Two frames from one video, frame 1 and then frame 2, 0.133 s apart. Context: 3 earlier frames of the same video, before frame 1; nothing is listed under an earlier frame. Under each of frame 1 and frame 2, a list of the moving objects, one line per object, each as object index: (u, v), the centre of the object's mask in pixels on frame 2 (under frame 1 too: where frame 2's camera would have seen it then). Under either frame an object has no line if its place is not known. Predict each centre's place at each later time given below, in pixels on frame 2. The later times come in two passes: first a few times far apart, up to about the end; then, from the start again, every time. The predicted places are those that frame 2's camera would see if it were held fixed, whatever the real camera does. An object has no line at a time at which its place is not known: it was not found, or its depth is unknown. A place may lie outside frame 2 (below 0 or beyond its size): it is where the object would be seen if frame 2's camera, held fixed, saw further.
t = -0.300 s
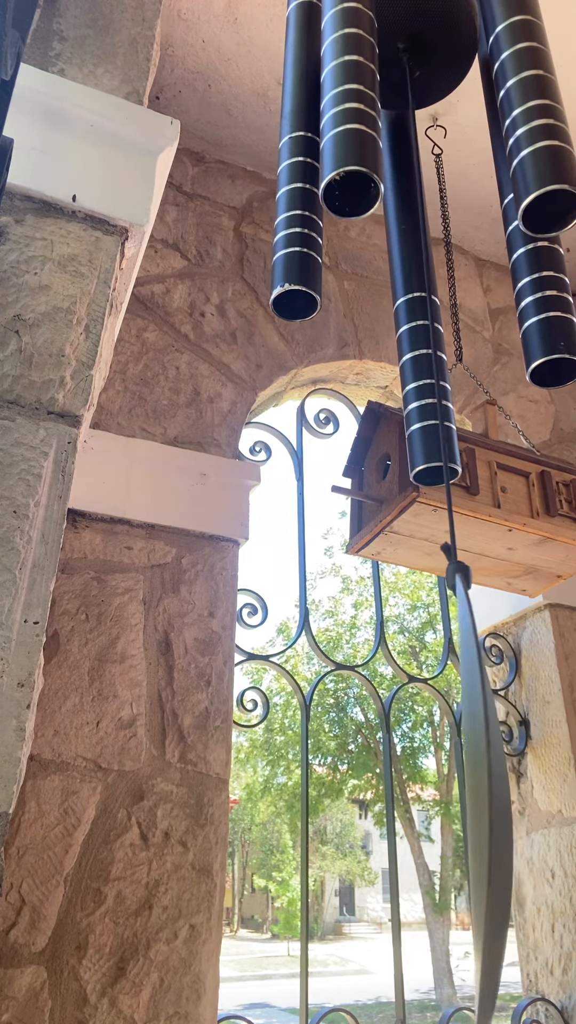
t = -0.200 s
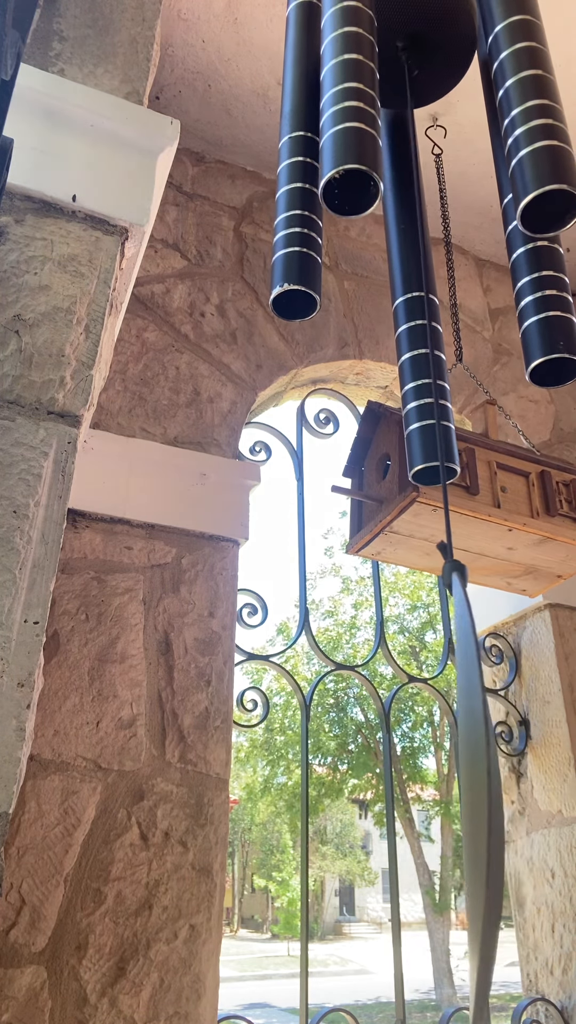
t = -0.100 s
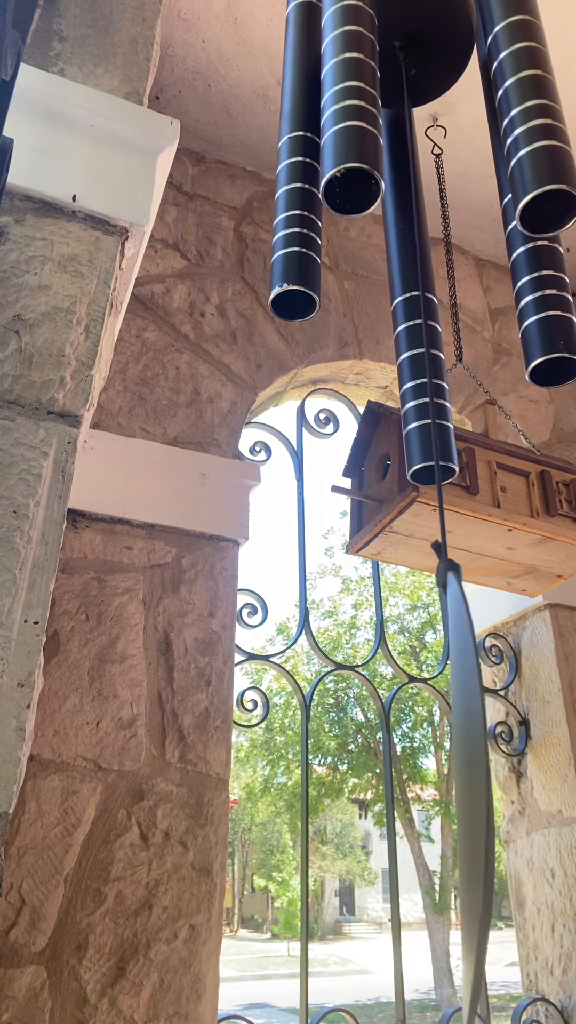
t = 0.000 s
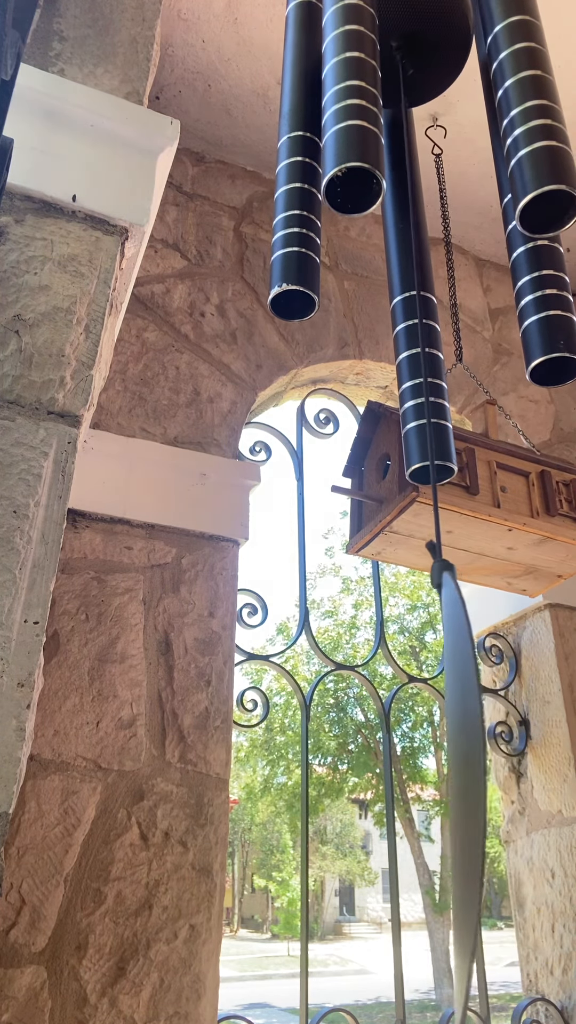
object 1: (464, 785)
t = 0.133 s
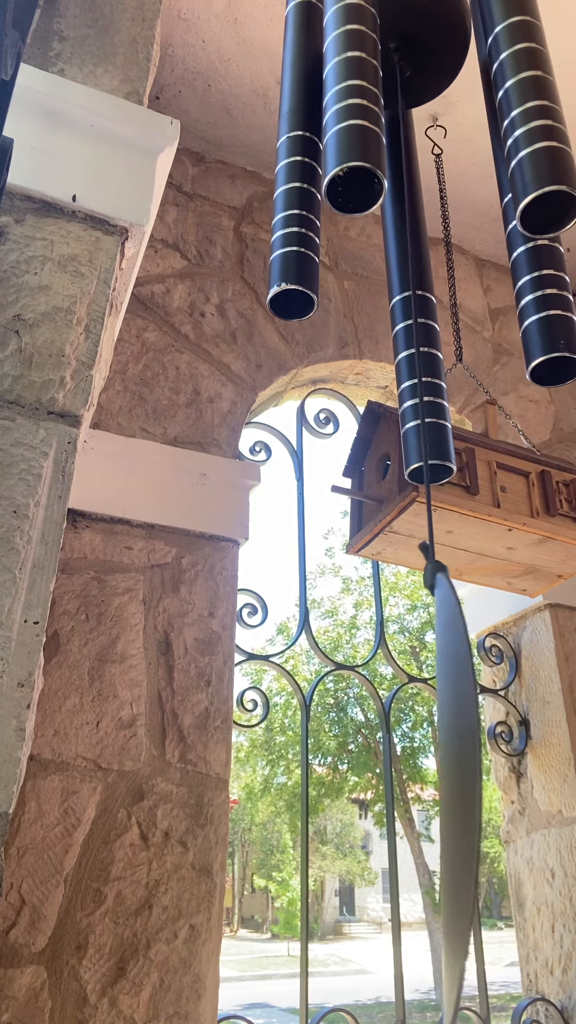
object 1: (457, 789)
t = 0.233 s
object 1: (452, 789)
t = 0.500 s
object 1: (455, 794)
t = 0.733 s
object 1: (471, 797)
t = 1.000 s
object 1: (490, 795)
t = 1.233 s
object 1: (496, 792)
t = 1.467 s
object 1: (485, 812)
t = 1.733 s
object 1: (470, 823)
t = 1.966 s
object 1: (456, 818)
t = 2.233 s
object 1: (458, 816)
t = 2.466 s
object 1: (473, 816)
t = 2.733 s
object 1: (486, 815)
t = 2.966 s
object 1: (485, 814)
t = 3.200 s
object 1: (472, 813)
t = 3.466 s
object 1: (457, 815)
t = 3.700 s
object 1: (459, 819)
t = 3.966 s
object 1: (474, 822)
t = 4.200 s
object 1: (485, 813)
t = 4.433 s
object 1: (494, 792)
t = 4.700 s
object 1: (490, 791)
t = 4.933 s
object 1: (478, 790)
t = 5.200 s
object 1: (466, 790)
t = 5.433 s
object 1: (466, 793)
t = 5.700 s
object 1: (481, 819)
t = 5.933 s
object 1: (493, 821)
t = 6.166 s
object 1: (494, 819)
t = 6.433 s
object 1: (477, 815)
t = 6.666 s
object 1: (462, 813)
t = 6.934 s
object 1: (456, 815)
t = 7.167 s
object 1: (465, 816)
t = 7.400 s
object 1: (479, 818)
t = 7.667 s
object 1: (489, 819)
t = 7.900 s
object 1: (487, 821)
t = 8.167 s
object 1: (471, 821)
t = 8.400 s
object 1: (460, 818)
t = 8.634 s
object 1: (459, 795)
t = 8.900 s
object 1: (474, 796)
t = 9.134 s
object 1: (483, 797)
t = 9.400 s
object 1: (479, 792)
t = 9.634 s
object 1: (464, 786)
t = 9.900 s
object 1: (455, 816)
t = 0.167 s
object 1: (455, 788)
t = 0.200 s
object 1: (454, 789)
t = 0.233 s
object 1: (452, 789)
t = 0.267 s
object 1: (451, 790)
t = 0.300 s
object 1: (451, 791)
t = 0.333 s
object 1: (451, 791)
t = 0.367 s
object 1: (451, 792)
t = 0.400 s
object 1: (451, 792)
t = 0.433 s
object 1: (452, 793)
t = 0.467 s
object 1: (453, 794)
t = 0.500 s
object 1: (455, 794)
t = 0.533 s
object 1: (456, 795)
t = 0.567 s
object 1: (458, 796)
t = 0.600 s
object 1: (461, 797)
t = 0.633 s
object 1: (463, 797)
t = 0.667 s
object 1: (466, 797)
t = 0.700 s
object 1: (468, 797)
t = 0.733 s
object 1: (471, 797)
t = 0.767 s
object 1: (473, 796)
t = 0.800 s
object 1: (476, 795)
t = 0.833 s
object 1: (479, 795)
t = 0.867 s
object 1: (481, 795)
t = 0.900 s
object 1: (484, 795)
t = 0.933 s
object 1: (486, 795)
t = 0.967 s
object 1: (488, 794)
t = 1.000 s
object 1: (490, 795)
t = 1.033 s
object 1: (492, 796)
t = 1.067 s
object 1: (494, 795)
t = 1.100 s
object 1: (495, 795)
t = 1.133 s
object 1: (496, 794)
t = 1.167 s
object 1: (496, 793)
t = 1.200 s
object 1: (497, 792)
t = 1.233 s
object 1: (496, 792)
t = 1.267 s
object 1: (495, 791)
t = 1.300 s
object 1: (494, 790)
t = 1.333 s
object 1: (492, 789)
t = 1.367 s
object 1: (490, 790)
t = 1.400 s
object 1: (488, 799)
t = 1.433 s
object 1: (486, 808)
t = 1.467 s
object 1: (485, 812)
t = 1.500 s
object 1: (484, 814)
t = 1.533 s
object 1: (482, 817)
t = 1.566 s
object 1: (481, 818)
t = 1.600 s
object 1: (479, 819)
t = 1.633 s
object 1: (476, 817)
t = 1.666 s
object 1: (474, 820)
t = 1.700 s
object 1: (472, 824)
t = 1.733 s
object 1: (470, 823)
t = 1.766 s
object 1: (468, 822)
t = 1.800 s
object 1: (465, 821)
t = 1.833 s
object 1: (463, 820)
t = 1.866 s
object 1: (461, 819)
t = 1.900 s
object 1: (459, 818)
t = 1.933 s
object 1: (457, 818)
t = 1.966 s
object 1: (456, 818)
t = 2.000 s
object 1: (455, 818)
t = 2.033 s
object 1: (454, 818)
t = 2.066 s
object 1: (454, 817)
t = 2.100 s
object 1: (454, 817)
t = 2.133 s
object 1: (455, 817)
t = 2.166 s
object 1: (456, 817)
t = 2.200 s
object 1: (457, 817)
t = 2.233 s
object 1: (458, 816)
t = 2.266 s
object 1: (460, 817)
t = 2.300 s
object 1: (462, 817)
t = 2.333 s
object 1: (464, 817)
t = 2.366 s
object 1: (466, 817)
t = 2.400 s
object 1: (468, 817)
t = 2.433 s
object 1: (471, 817)
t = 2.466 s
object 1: (473, 816)
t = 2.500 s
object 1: (476, 817)
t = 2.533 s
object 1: (478, 816)
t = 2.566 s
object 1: (480, 816)
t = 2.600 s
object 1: (481, 816)
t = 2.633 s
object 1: (483, 816)
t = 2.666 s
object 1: (484, 816)
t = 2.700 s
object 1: (485, 816)
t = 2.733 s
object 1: (486, 815)
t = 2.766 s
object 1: (487, 815)
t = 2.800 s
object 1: (487, 815)
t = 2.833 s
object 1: (487, 815)
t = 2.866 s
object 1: (487, 815)
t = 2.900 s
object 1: (487, 814)
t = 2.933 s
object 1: (486, 814)
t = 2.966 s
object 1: (485, 814)
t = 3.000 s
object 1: (484, 814)
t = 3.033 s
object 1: (483, 814)
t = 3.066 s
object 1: (481, 814)
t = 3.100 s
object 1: (479, 814)
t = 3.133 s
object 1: (477, 813)
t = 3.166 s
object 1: (475, 814)
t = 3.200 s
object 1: (472, 813)
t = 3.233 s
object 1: (470, 814)
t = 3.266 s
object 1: (467, 814)
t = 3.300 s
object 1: (465, 814)
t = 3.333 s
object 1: (464, 814)
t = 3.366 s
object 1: (462, 815)
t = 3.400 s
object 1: (460, 815)
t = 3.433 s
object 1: (458, 815)
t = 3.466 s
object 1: (457, 815)
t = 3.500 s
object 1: (457, 816)
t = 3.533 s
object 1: (456, 816)
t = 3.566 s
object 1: (456, 817)
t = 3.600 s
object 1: (457, 817)
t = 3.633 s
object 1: (457, 818)
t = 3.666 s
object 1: (458, 819)
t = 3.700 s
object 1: (459, 819)
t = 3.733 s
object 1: (461, 820)
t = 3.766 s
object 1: (462, 821)
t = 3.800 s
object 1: (465, 822)
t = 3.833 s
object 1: (466, 822)
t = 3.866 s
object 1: (468, 824)
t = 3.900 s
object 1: (470, 824)
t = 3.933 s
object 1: (472, 825)
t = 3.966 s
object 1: (474, 822)
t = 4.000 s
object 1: (475, 819)
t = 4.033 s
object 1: (478, 821)
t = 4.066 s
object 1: (479, 821)
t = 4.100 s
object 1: (481, 818)
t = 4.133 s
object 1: (482, 818)
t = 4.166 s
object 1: (484, 816)
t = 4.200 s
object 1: (485, 813)
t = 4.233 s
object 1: (486, 811)
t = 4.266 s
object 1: (487, 802)
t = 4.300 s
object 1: (489, 799)
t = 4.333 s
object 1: (491, 792)
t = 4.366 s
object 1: (493, 792)
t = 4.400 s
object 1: (494, 792)
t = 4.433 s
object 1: (494, 792)
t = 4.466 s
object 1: (495, 792)
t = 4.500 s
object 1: (495, 792)
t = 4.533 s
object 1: (495, 791)
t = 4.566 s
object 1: (494, 791)
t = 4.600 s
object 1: (493, 791)
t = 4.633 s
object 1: (492, 791)
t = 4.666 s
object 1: (491, 792)
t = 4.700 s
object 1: (490, 791)
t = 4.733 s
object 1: (489, 790)
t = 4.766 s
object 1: (487, 789)
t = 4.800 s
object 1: (486, 789)
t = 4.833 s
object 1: (484, 789)
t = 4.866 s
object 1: (482, 789)
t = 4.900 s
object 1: (480, 789)
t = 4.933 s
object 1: (478, 790)
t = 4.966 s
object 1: (476, 789)
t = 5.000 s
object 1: (475, 788)
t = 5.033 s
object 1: (473, 788)
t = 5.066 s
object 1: (471, 788)
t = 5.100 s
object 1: (469, 789)
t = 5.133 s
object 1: (468, 788)
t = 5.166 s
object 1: (467, 789)
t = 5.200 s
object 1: (466, 790)
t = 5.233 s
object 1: (466, 790)
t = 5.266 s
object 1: (466, 791)
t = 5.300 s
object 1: (465, 790)
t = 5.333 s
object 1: (465, 790)
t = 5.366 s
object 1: (465, 790)
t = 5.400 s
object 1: (466, 790)
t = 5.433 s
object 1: (466, 793)
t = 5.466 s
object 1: (467, 796)
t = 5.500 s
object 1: (469, 801)
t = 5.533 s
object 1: (471, 807)
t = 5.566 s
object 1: (472, 811)
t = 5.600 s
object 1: (474, 814)
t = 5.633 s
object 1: (476, 816)
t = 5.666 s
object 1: (478, 817)
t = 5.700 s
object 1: (481, 819)
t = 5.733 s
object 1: (482, 820)
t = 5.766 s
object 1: (484, 820)
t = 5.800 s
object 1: (486, 821)
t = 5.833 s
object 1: (488, 821)
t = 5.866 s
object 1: (490, 822)
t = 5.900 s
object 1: (492, 821)
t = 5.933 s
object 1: (493, 821)
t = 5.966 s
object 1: (494, 821)
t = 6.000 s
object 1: (495, 820)
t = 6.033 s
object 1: (496, 820)
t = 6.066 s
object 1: (496, 820)
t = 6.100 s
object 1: (495, 820)
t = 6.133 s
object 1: (494, 819)
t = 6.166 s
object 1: (494, 819)
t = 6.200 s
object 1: (492, 817)
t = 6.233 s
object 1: (491, 817)
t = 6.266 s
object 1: (489, 817)
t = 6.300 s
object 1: (487, 816)
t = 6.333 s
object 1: (485, 816)
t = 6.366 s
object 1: (482, 816)
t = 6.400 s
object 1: (480, 815)
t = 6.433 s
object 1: (477, 815)
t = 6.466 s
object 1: (475, 814)
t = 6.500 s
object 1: (473, 814)
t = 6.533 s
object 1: (470, 814)
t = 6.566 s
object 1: (468, 814)
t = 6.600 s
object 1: (466, 813)
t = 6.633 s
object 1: (465, 813)
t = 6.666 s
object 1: (462, 813)
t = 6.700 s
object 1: (460, 814)
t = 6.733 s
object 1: (459, 814)
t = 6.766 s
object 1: (458, 814)
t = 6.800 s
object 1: (456, 814)
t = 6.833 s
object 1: (456, 814)
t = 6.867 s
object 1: (456, 814)
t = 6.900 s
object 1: (455, 815)
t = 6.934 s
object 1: (456, 815)
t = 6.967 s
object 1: (456, 815)
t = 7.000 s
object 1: (457, 815)
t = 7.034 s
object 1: (458, 816)
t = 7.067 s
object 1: (459, 816)
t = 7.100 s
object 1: (461, 816)
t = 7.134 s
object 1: (462, 816)
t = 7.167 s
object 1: (465, 816)
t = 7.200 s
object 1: (467, 817)
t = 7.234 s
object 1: (469, 817)
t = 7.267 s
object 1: (471, 817)
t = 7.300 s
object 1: (473, 817)
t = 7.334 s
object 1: (475, 817)
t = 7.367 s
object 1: (477, 818)
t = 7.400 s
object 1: (479, 818)
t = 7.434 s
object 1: (481, 818)
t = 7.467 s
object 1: (483, 818)
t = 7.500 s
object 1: (484, 818)
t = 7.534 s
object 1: (486, 818)
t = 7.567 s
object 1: (487, 818)
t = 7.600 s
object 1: (488, 819)
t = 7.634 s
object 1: (489, 819)
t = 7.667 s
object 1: (489, 819)
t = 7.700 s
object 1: (490, 819)
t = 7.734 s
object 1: (490, 819)
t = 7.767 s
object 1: (490, 819)
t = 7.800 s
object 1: (489, 819)
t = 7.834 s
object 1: (489, 821)
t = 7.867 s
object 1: (488, 821)
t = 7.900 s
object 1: (487, 821)
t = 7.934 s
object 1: (486, 821)
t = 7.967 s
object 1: (484, 820)
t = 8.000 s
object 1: (482, 819)
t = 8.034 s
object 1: (480, 819)
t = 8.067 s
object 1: (477, 820)
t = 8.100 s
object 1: (476, 820)
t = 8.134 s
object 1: (473, 821)
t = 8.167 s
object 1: (471, 821)
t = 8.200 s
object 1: (468, 820)
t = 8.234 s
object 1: (467, 821)
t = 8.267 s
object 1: (465, 822)
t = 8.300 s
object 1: (463, 821)
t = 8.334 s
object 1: (462, 820)
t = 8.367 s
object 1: (460, 820)
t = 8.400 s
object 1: (460, 818)
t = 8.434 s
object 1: (459, 816)
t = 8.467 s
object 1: (458, 814)
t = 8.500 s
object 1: (457, 811)
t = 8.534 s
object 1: (457, 806)
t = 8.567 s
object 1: (457, 801)
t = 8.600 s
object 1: (458, 797)
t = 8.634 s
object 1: (459, 795)
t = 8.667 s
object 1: (460, 795)
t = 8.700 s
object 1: (462, 794)
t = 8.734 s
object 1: (464, 795)
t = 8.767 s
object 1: (466, 795)
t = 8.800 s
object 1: (468, 795)
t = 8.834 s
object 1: (470, 795)
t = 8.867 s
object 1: (472, 795)
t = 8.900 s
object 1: (474, 796)
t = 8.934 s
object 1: (475, 797)
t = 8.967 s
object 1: (477, 797)
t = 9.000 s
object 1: (479, 796)
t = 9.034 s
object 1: (481, 797)
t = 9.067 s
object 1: (482, 797)
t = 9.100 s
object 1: (482, 797)
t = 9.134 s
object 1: (483, 797)
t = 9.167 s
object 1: (484, 796)
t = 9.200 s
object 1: (484, 796)
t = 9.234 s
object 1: (484, 795)
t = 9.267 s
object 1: (483, 795)
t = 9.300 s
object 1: (482, 794)
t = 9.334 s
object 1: (481, 793)
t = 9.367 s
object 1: (480, 792)
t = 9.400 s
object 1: (479, 792)
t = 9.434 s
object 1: (477, 790)
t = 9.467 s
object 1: (475, 790)
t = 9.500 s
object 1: (473, 788)
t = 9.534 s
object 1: (471, 787)
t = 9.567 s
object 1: (469, 786)
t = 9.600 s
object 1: (467, 785)
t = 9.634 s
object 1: (464, 786)
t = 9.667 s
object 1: (462, 789)
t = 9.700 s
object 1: (460, 795)
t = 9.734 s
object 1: (459, 802)
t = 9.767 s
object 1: (458, 807)
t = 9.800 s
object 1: (457, 810)
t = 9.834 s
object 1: (456, 813)
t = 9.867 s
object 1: (456, 816)
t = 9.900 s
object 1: (455, 816)
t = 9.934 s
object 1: (455, 818)
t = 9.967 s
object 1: (455, 818)
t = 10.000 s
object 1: (455, 819)
